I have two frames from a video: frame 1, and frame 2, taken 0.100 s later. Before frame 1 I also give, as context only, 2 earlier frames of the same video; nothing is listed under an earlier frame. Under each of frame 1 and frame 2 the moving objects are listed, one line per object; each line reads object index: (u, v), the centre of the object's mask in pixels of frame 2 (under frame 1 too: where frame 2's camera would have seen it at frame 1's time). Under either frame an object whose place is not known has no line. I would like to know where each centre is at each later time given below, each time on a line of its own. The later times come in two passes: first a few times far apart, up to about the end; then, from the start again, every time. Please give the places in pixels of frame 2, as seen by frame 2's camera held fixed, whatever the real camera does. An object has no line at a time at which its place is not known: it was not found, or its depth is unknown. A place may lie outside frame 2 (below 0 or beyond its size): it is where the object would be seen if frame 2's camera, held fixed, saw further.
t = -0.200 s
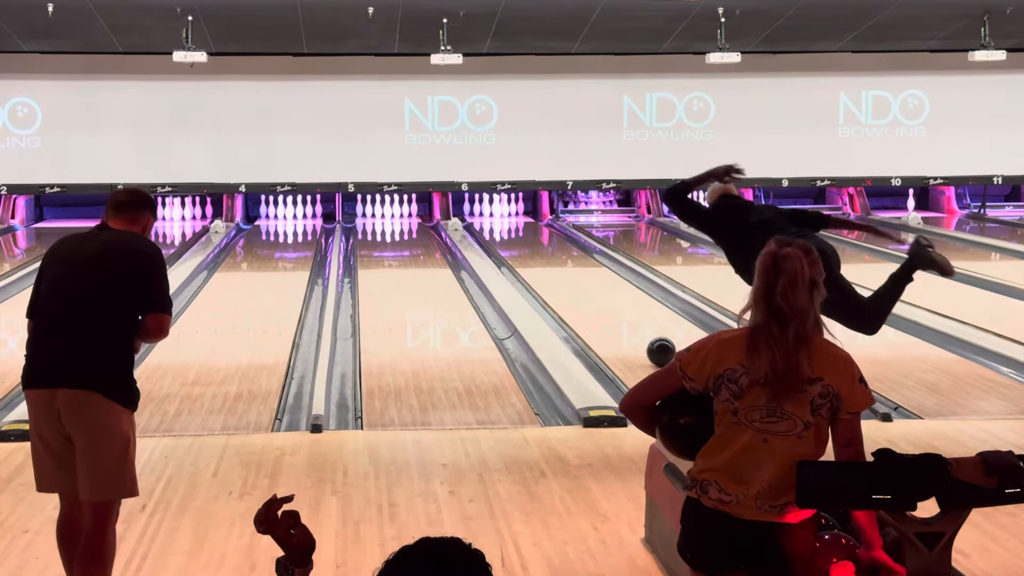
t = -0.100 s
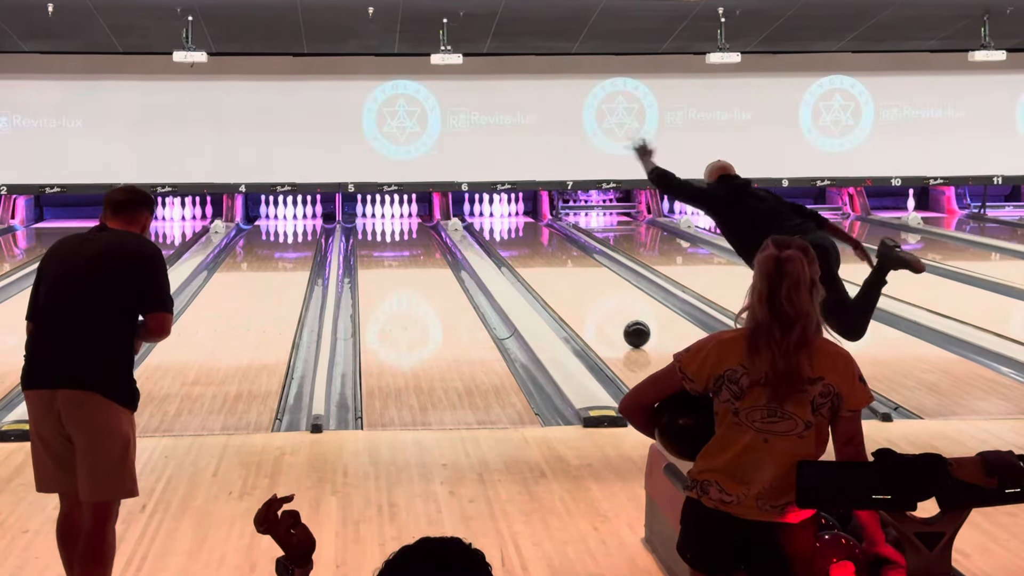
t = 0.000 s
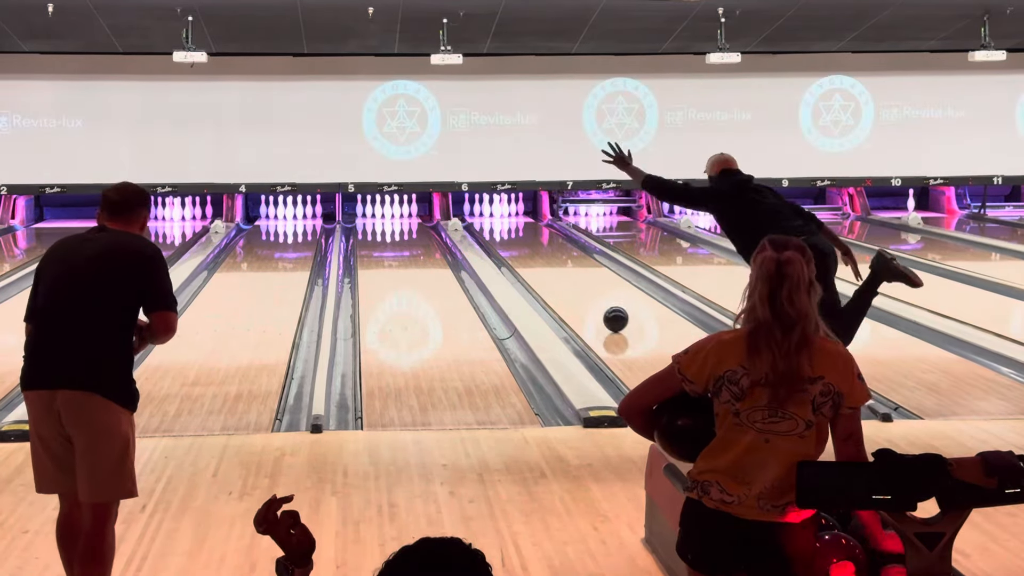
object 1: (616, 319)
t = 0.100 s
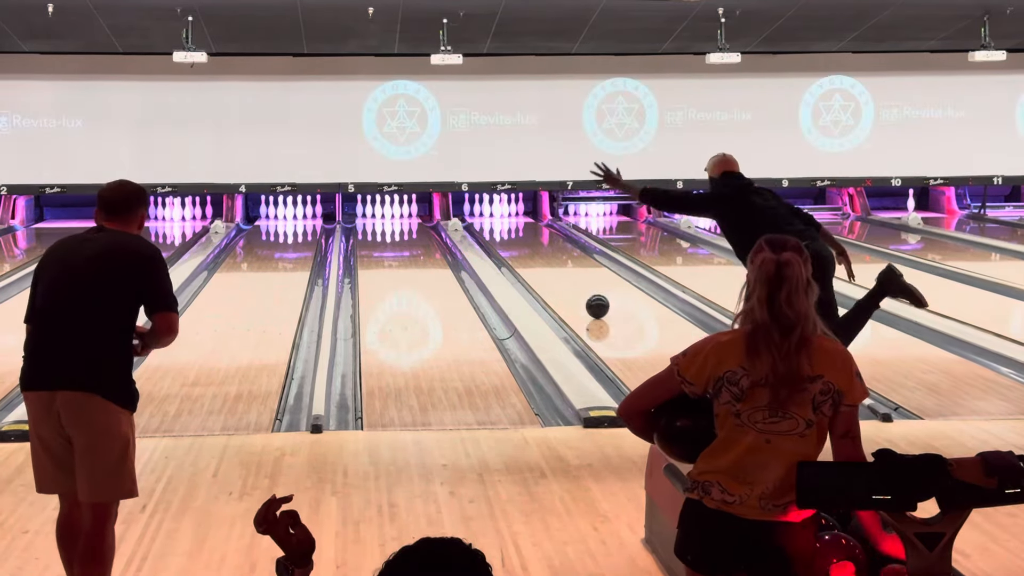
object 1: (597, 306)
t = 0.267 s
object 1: (572, 288)
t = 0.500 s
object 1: (544, 267)
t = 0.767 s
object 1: (520, 248)
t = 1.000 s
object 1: (504, 235)
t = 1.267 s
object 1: (494, 223)
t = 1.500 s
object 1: (492, 214)
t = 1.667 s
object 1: (488, 210)
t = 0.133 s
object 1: (592, 302)
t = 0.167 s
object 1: (587, 298)
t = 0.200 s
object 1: (581, 295)
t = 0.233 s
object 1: (577, 291)
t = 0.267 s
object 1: (572, 288)
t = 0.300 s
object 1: (567, 284)
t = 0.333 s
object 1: (563, 281)
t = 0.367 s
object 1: (559, 278)
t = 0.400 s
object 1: (555, 275)
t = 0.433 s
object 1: (551, 272)
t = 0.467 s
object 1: (547, 269)
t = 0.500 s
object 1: (544, 267)
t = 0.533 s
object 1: (540, 264)
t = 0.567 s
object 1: (537, 262)
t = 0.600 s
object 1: (534, 259)
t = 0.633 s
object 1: (531, 257)
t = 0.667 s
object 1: (528, 255)
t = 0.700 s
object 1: (525, 252)
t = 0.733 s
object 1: (523, 250)
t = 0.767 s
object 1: (520, 248)
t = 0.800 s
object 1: (518, 246)
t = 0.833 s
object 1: (515, 244)
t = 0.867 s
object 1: (513, 242)
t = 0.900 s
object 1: (511, 240)
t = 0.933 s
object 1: (508, 238)
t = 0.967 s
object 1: (507, 236)
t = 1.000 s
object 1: (504, 235)
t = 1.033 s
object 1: (503, 233)
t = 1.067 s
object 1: (501, 232)
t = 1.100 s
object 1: (500, 230)
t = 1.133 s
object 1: (498, 229)
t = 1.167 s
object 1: (497, 227)
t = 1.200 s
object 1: (496, 226)
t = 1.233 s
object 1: (495, 224)
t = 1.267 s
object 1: (494, 223)
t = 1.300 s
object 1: (494, 221)
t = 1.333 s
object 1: (493, 220)
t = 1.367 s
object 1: (493, 219)
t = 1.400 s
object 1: (492, 218)
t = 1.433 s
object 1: (492, 217)
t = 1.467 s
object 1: (492, 215)
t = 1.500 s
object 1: (492, 214)
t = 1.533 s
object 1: (492, 213)
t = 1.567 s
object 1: (491, 212)
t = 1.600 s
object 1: (490, 212)
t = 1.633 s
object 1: (489, 211)
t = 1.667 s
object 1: (488, 210)
